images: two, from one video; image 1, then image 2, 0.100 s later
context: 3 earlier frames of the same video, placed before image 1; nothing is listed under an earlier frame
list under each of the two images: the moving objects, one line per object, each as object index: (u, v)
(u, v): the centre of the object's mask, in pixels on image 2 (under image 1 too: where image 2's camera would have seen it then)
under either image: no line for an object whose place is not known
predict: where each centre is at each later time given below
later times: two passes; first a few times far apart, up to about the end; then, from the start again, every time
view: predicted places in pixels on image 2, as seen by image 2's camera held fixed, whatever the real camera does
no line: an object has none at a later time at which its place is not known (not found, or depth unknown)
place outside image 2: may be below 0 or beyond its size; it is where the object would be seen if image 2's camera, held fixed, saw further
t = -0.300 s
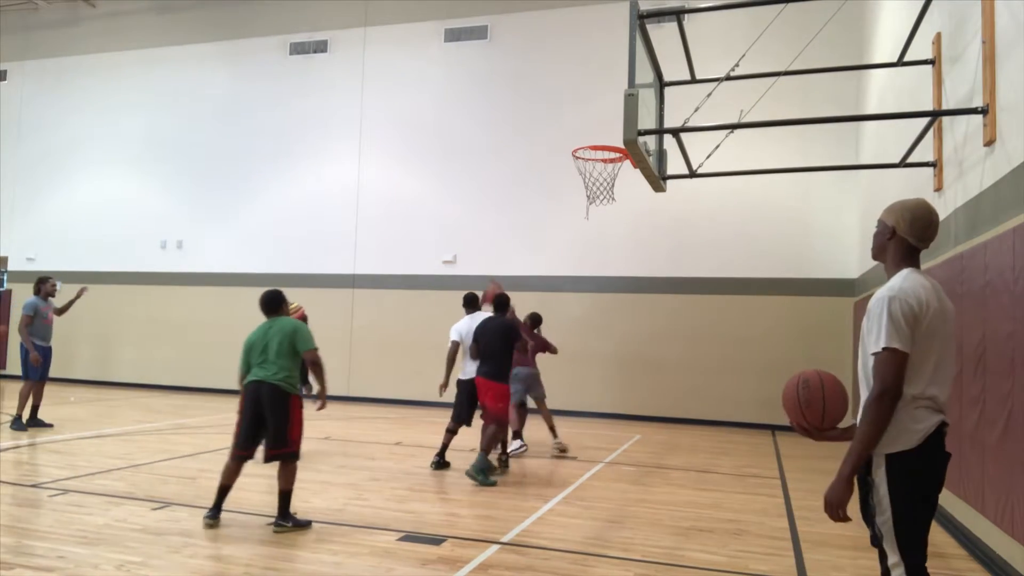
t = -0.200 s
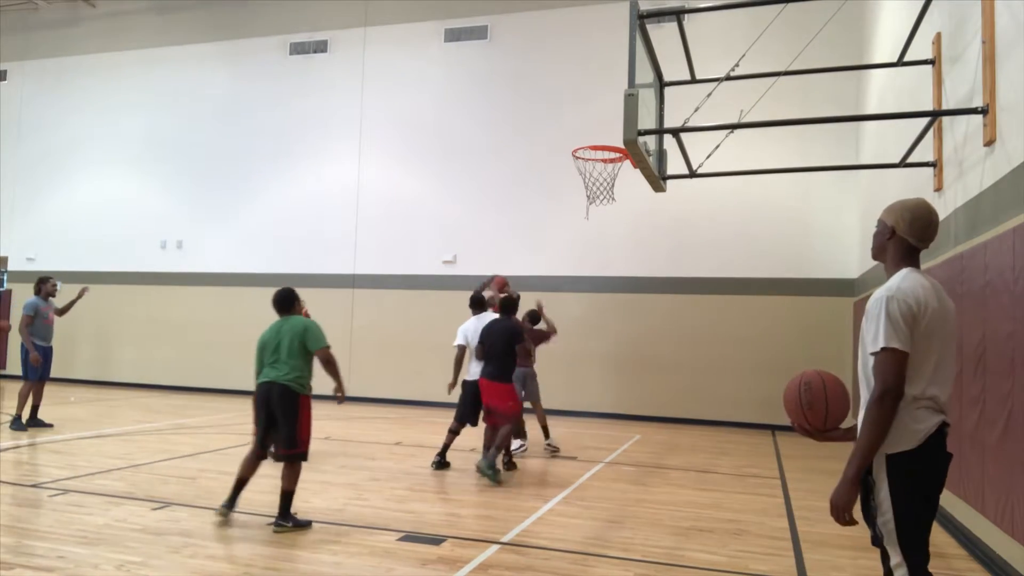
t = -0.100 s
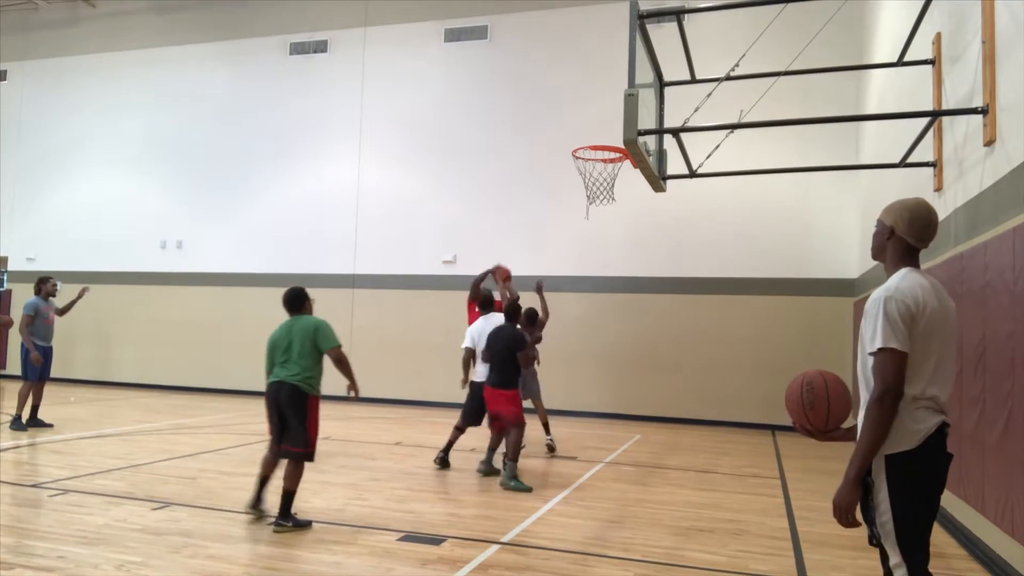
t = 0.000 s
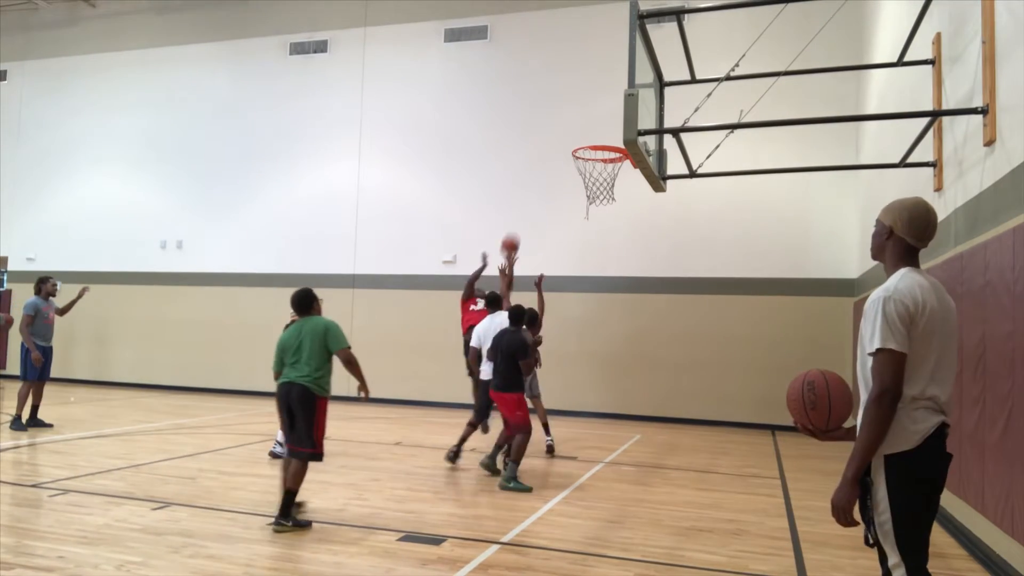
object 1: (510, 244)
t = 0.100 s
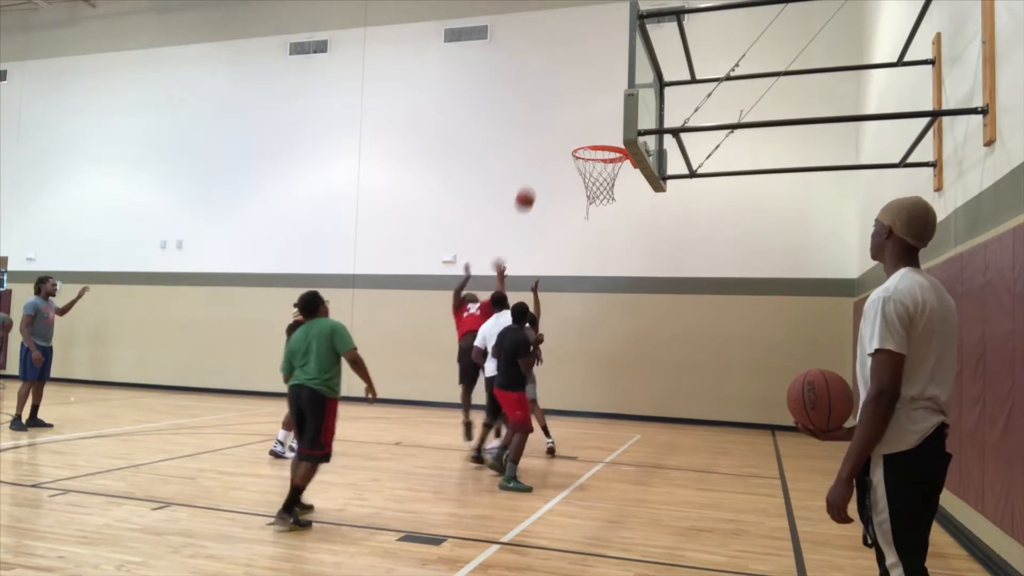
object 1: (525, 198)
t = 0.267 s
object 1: (551, 135)
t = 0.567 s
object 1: (604, 69)
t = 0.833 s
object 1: (619, 78)
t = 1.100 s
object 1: (561, 133)
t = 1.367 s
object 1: (501, 118)
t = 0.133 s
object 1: (531, 184)
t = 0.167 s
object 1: (536, 171)
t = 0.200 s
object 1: (541, 158)
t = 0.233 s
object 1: (546, 146)
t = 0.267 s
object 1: (551, 135)
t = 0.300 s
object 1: (557, 125)
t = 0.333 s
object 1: (562, 115)
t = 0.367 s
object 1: (568, 106)
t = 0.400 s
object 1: (574, 97)
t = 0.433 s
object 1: (580, 90)
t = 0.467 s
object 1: (585, 84)
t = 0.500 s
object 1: (591, 78)
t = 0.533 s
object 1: (597, 73)
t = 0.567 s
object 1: (604, 69)
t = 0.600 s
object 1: (610, 66)
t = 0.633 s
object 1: (616, 64)
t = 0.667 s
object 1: (619, 64)
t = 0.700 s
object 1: (623, 64)
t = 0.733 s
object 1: (626, 65)
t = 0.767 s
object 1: (627, 68)
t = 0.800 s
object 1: (623, 72)
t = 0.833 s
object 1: (619, 78)
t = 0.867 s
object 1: (615, 85)
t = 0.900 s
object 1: (608, 94)
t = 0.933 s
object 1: (600, 103)
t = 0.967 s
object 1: (592, 114)
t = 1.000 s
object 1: (584, 125)
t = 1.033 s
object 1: (576, 138)
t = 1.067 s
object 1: (568, 139)
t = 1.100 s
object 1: (561, 133)
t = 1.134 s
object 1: (553, 127)
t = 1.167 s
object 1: (546, 122)
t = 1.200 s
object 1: (538, 119)
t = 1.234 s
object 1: (531, 116)
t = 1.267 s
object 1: (524, 115)
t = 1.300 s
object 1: (516, 115)
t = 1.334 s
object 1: (509, 116)
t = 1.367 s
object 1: (501, 118)
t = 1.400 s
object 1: (493, 121)
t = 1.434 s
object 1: (486, 126)
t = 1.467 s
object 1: (478, 131)
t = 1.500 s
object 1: (470, 138)
